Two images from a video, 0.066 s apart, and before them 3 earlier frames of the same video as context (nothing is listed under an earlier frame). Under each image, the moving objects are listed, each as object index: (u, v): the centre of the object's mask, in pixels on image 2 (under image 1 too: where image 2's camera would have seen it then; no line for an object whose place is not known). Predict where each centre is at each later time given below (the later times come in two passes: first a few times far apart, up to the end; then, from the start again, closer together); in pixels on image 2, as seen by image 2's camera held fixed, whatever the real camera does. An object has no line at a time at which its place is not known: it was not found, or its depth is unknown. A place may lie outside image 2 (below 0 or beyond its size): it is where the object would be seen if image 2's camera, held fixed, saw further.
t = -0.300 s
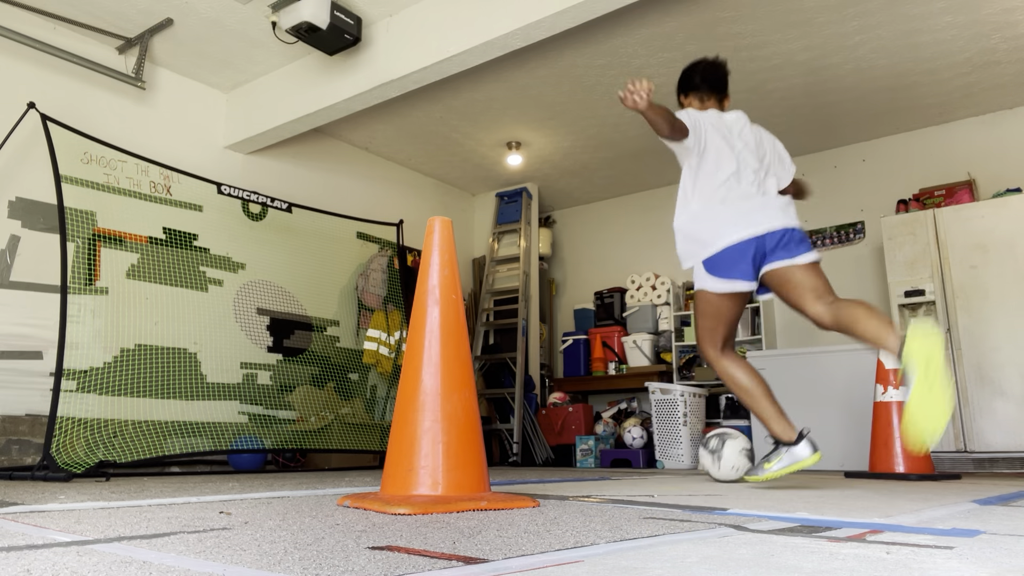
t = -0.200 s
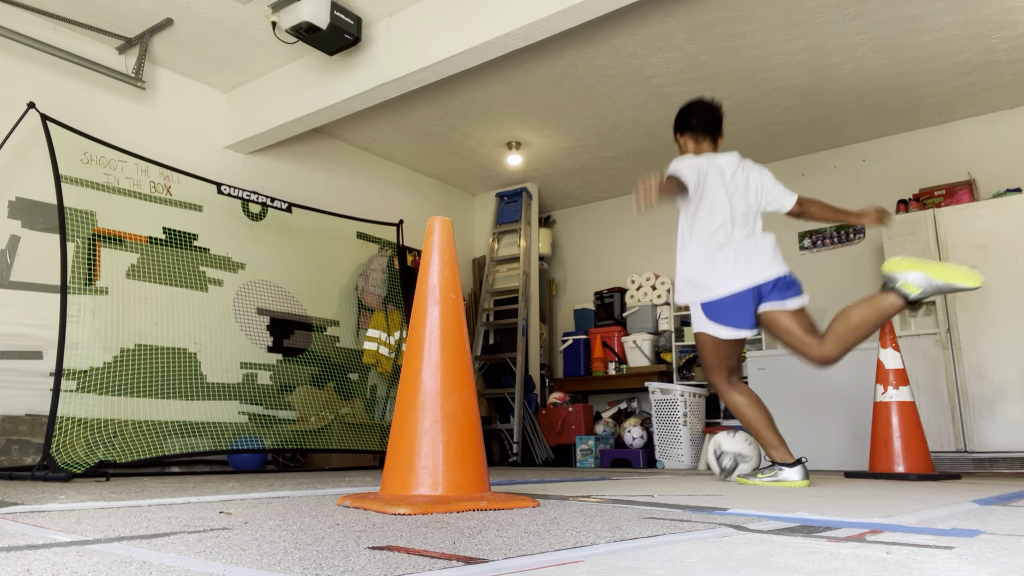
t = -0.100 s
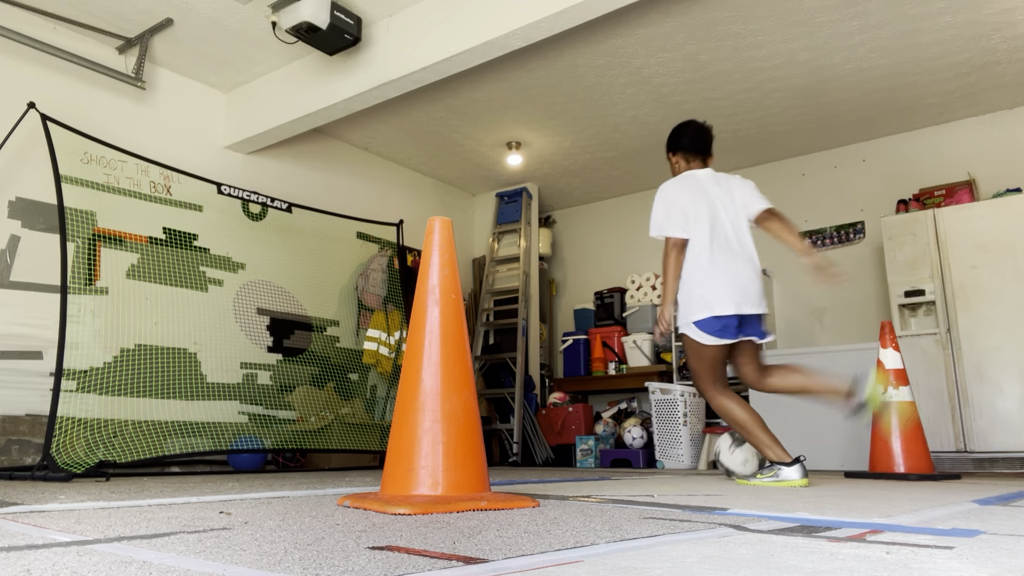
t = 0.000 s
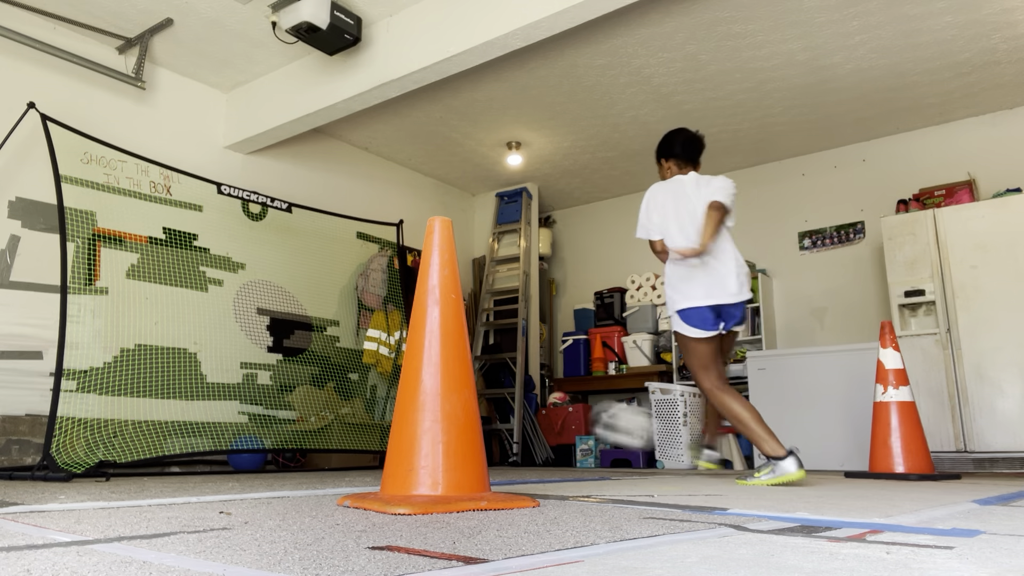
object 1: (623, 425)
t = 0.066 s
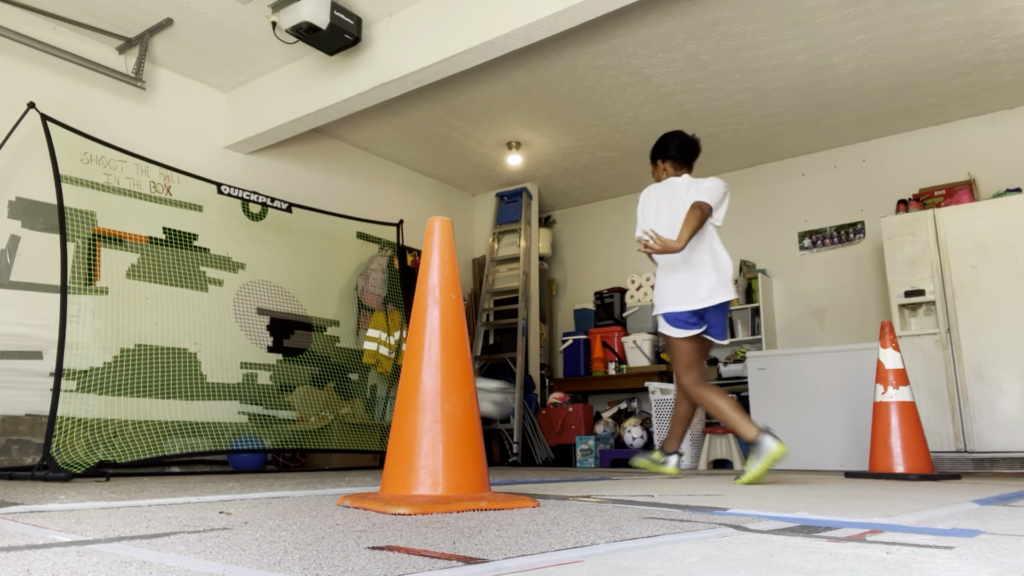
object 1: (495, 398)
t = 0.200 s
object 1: (302, 377)
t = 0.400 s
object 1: (313, 314)
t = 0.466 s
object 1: (337, 281)
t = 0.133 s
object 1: (376, 382)
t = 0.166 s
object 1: (334, 378)
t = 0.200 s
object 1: (302, 377)
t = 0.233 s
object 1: (287, 377)
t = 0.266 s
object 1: (283, 373)
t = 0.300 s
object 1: (288, 362)
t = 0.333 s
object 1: (294, 347)
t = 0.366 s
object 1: (303, 332)
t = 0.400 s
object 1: (313, 314)
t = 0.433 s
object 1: (325, 296)
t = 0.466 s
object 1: (337, 281)
